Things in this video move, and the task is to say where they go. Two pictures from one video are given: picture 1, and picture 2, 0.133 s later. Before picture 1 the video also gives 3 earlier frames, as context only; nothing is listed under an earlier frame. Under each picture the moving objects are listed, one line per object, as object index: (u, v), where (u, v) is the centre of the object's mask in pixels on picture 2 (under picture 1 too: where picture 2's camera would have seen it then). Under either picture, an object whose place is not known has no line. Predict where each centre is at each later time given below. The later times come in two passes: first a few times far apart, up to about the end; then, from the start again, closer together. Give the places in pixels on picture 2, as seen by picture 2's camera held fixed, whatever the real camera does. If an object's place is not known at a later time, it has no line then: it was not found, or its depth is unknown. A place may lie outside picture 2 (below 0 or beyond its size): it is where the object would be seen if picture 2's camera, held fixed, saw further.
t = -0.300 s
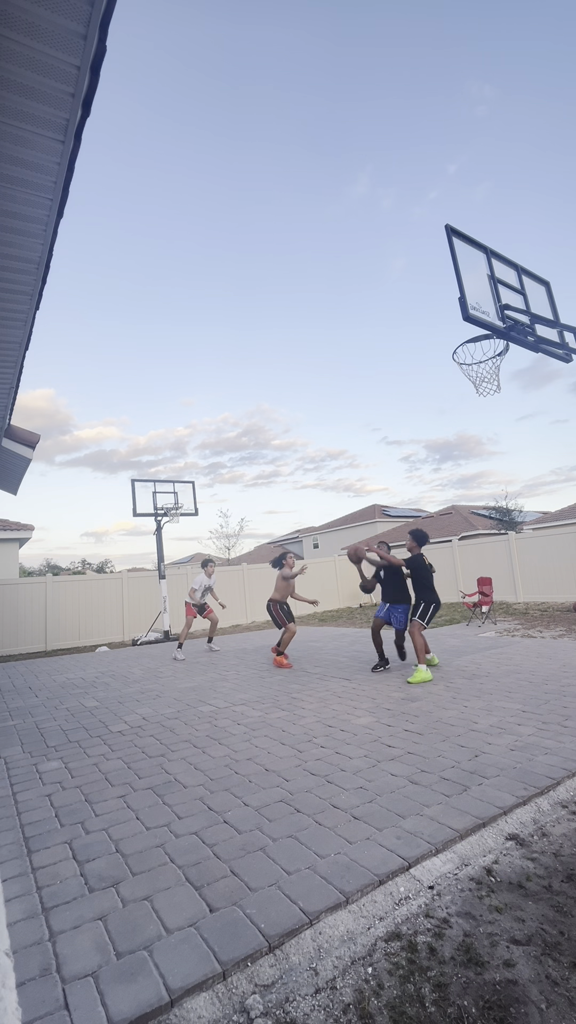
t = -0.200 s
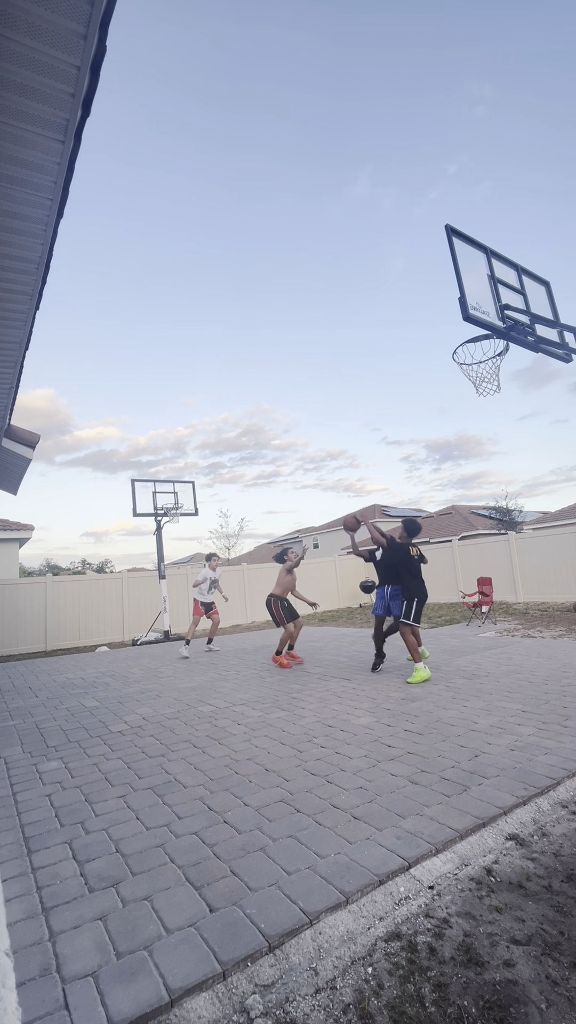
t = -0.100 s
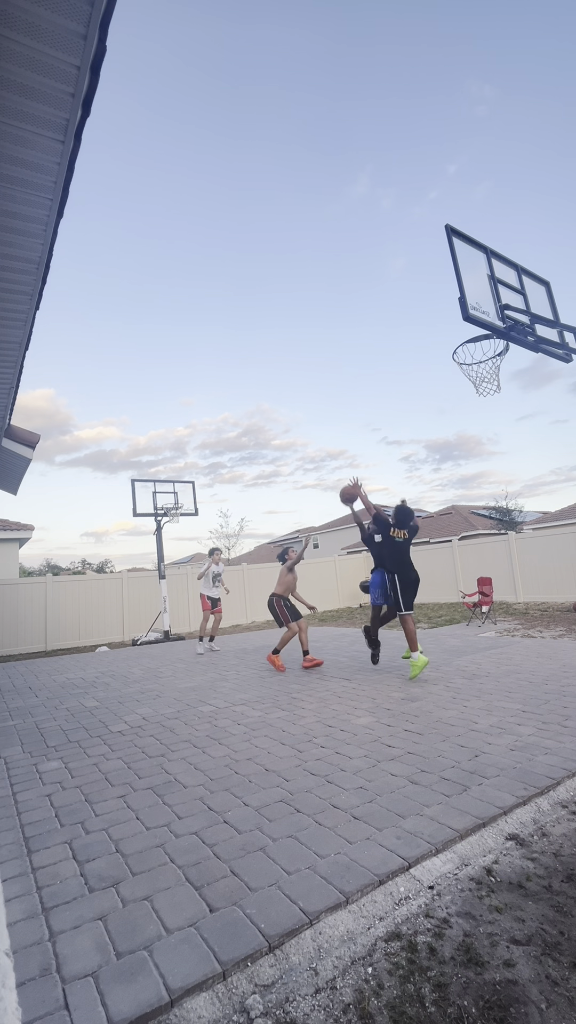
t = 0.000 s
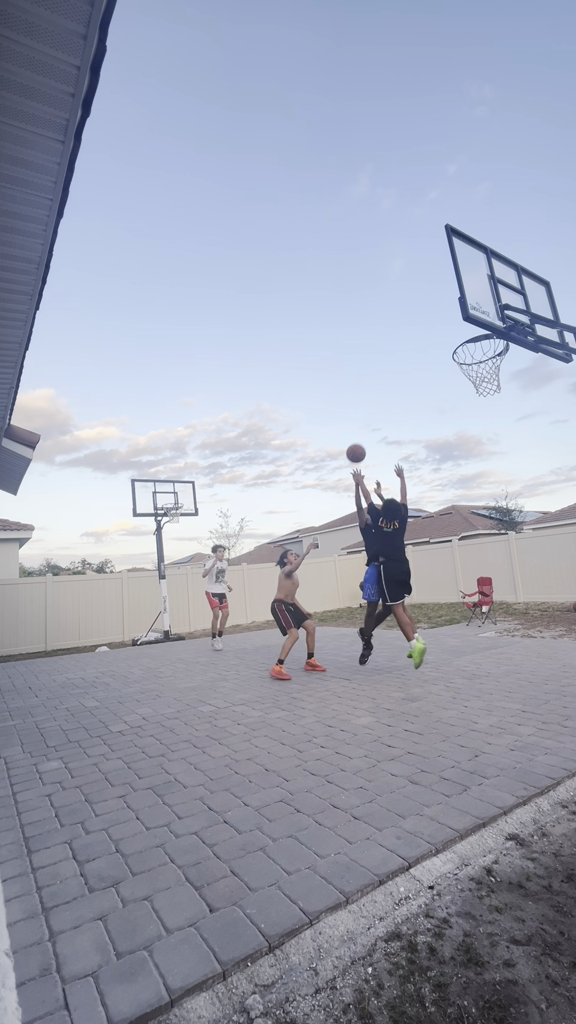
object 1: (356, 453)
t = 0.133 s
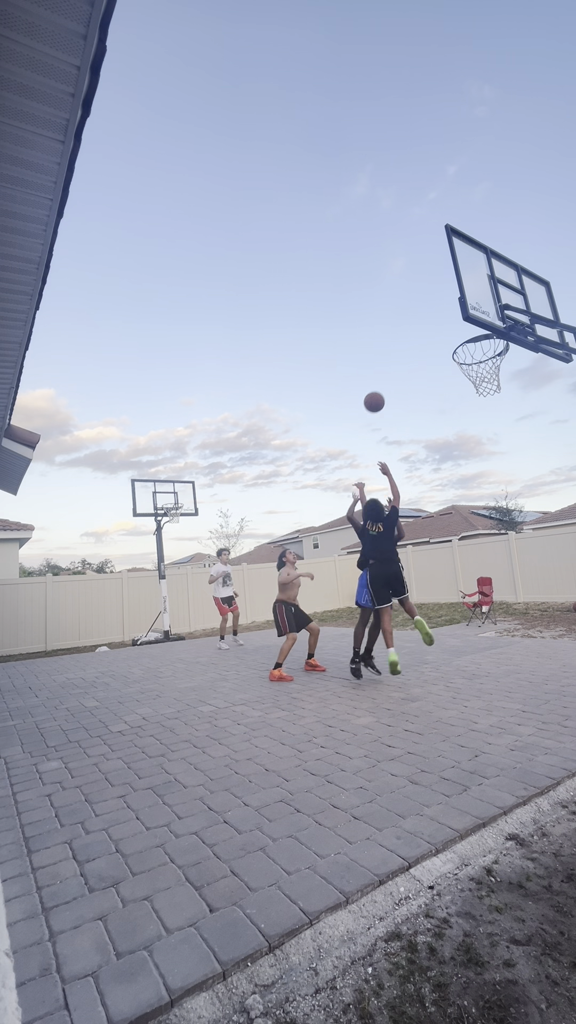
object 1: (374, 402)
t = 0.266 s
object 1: (396, 360)
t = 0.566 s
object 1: (456, 312)
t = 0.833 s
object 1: (460, 327)
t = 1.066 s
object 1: (423, 368)
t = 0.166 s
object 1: (379, 391)
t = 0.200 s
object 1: (384, 380)
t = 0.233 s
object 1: (390, 370)
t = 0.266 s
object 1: (396, 360)
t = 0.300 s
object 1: (402, 351)
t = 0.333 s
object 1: (408, 343)
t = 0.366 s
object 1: (415, 336)
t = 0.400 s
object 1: (422, 329)
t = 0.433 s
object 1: (429, 324)
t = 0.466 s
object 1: (437, 319)
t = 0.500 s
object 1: (445, 315)
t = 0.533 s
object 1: (451, 313)
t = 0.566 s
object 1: (456, 312)
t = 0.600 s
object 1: (460, 314)
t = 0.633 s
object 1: (484, 306)
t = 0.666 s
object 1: (488, 309)
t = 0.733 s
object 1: (477, 329)
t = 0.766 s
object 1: (472, 328)
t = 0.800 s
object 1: (465, 327)
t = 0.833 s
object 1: (460, 327)
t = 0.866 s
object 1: (455, 329)
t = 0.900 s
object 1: (449, 333)
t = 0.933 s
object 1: (443, 338)
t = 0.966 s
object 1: (437, 345)
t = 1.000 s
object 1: (432, 352)
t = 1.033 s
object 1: (427, 360)
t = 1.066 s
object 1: (423, 368)
